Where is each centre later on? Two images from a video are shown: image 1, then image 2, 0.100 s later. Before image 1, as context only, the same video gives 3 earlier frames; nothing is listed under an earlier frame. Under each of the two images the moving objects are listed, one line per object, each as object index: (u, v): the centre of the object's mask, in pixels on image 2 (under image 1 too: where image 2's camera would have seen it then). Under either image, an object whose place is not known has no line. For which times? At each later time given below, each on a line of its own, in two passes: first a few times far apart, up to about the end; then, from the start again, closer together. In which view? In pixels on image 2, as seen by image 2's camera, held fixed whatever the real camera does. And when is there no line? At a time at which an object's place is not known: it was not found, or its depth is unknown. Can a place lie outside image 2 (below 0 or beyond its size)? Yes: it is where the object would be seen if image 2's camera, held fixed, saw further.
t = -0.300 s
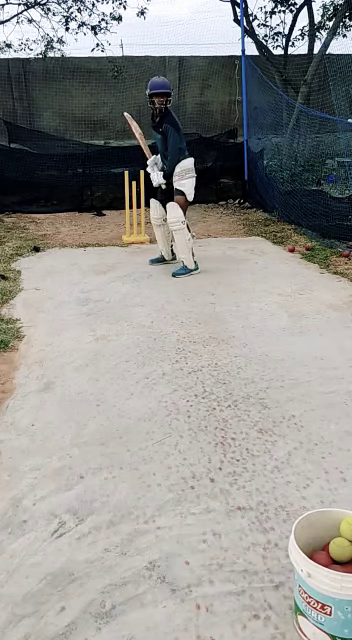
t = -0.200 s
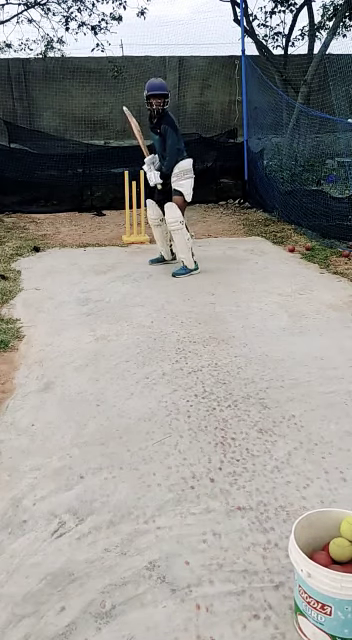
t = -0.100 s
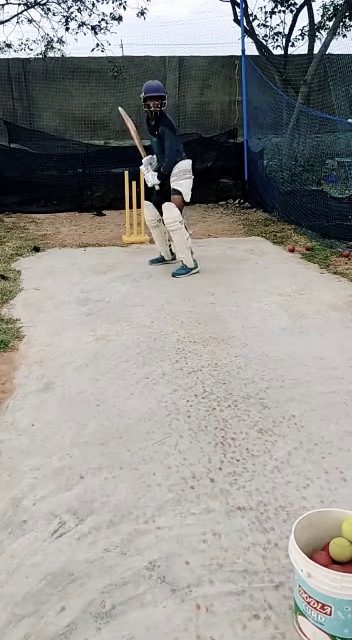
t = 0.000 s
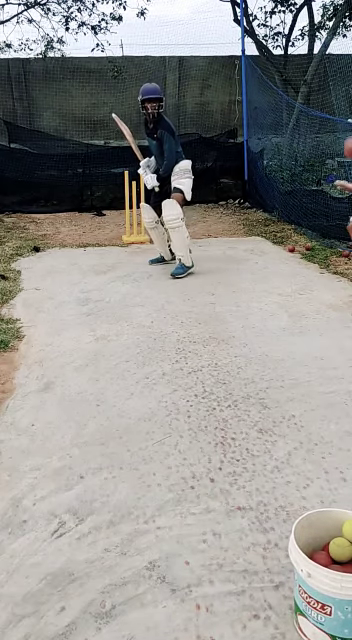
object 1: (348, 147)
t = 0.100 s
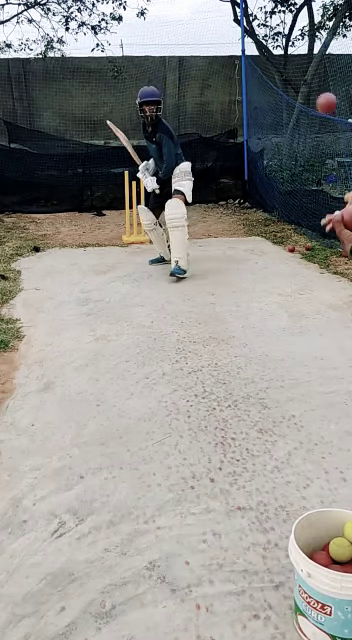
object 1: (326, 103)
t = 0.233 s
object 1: (294, 97)
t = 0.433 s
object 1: (255, 166)
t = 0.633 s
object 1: (229, 282)
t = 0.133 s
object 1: (317, 96)
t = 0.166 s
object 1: (309, 93)
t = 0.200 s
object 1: (301, 94)
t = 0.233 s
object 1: (294, 97)
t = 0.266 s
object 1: (286, 103)
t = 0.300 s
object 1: (280, 112)
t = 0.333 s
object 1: (273, 123)
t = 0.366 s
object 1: (267, 136)
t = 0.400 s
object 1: (261, 151)
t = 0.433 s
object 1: (255, 166)
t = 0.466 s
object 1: (250, 184)
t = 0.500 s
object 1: (246, 201)
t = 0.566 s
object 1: (237, 242)
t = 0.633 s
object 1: (229, 282)
